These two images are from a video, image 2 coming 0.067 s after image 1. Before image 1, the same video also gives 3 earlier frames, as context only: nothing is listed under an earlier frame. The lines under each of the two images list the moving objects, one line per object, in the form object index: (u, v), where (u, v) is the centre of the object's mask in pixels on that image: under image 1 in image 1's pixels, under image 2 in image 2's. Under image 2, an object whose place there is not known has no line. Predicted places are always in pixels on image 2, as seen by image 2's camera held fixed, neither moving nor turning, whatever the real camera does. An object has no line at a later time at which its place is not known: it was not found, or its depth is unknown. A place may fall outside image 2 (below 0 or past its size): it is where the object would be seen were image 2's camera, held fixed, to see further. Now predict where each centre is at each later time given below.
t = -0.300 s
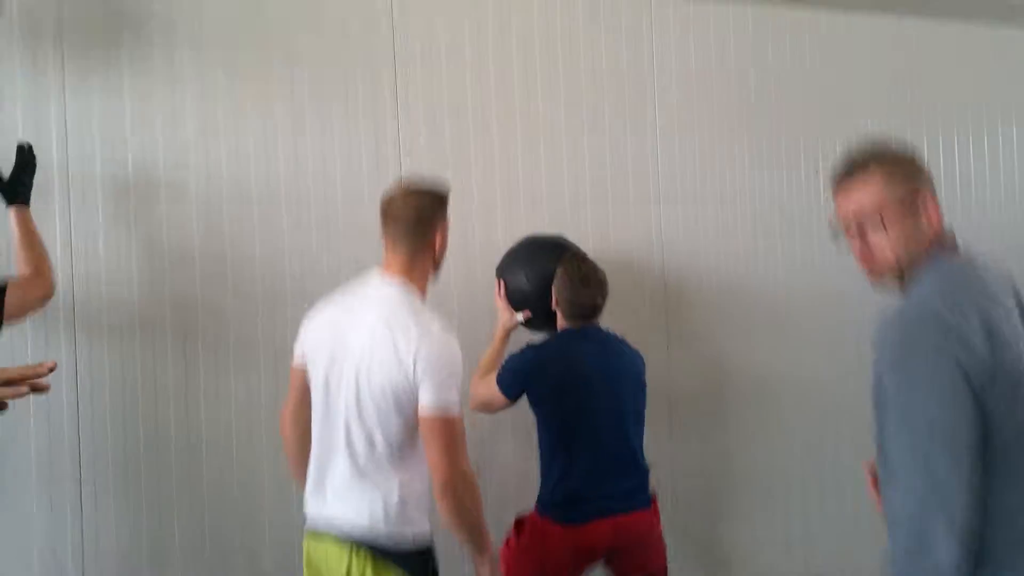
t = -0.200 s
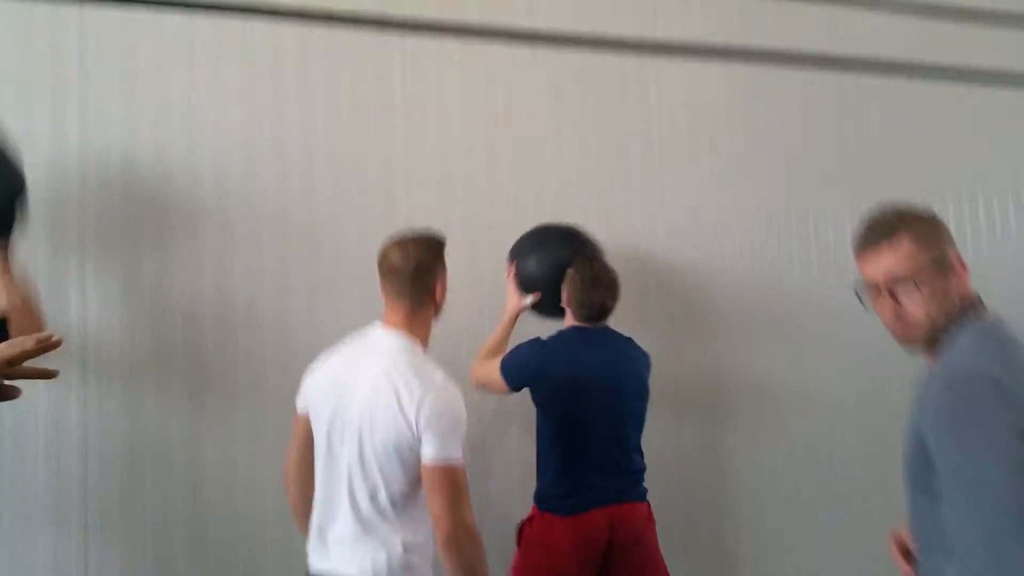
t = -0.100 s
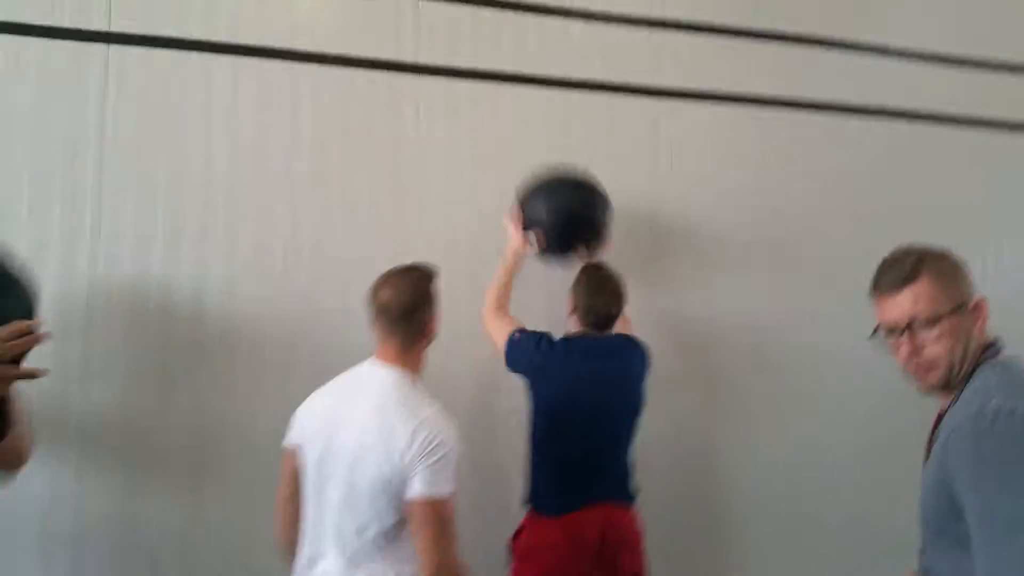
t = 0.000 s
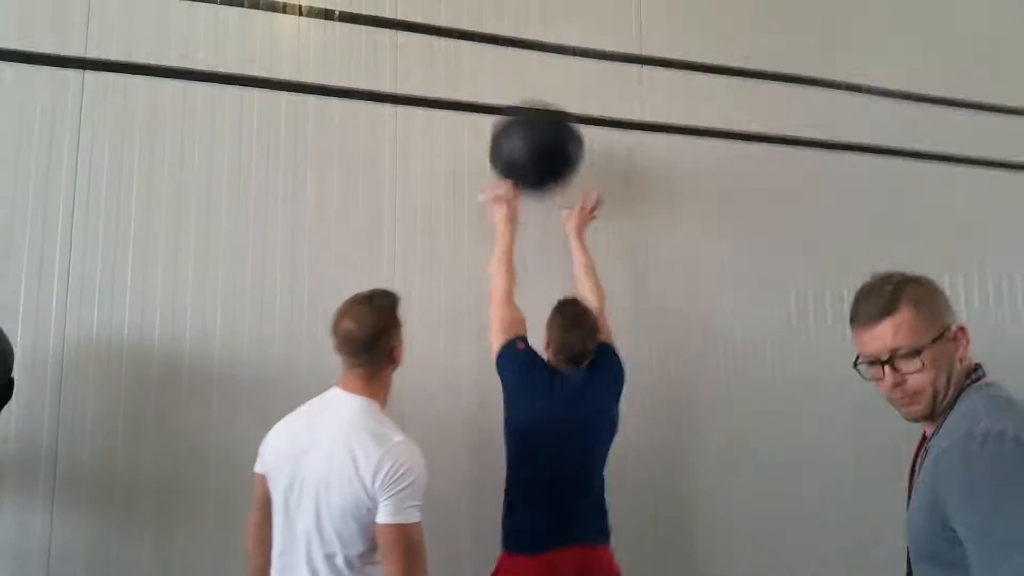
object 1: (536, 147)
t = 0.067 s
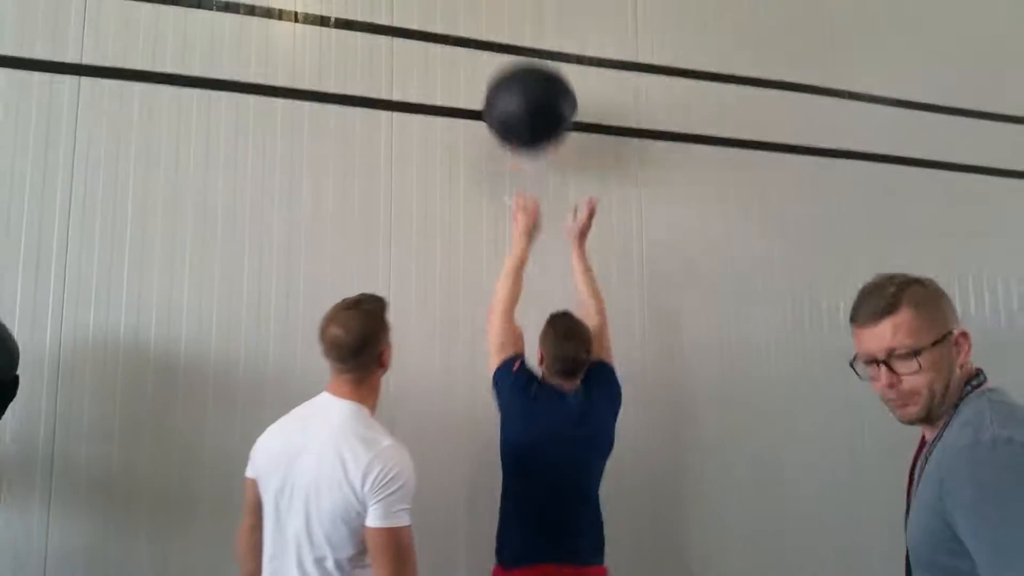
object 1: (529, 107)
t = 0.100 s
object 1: (529, 86)
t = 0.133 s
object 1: (529, 68)
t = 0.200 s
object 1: (528, 42)
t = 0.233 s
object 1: (528, 33)
